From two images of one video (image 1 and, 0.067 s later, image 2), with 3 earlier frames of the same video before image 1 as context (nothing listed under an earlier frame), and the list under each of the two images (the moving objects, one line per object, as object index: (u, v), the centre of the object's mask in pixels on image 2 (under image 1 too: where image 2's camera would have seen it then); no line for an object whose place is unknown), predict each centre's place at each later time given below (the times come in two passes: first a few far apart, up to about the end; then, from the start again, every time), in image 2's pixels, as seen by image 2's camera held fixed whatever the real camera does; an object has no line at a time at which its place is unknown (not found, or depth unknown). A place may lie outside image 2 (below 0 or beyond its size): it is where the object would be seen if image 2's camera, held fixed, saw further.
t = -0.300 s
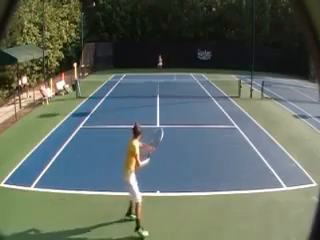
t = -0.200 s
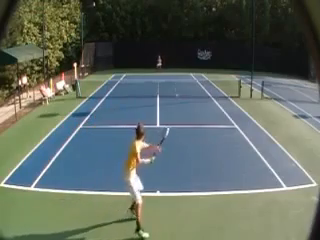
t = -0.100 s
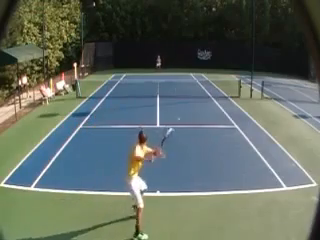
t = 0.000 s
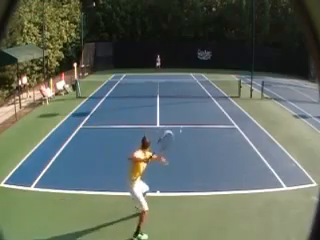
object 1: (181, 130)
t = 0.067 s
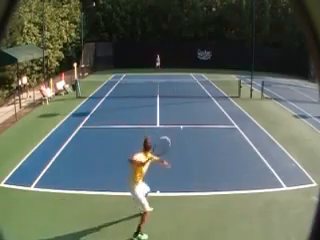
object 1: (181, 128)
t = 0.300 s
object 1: (185, 126)
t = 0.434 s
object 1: (188, 139)
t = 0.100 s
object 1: (182, 126)
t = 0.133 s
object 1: (182, 125)
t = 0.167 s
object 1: (183, 125)
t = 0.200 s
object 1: (183, 124)
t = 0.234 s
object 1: (183, 124)
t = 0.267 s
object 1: (183, 124)
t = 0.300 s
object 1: (185, 126)
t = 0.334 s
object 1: (185, 128)
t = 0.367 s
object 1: (187, 131)
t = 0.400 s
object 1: (187, 134)
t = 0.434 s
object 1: (188, 139)
